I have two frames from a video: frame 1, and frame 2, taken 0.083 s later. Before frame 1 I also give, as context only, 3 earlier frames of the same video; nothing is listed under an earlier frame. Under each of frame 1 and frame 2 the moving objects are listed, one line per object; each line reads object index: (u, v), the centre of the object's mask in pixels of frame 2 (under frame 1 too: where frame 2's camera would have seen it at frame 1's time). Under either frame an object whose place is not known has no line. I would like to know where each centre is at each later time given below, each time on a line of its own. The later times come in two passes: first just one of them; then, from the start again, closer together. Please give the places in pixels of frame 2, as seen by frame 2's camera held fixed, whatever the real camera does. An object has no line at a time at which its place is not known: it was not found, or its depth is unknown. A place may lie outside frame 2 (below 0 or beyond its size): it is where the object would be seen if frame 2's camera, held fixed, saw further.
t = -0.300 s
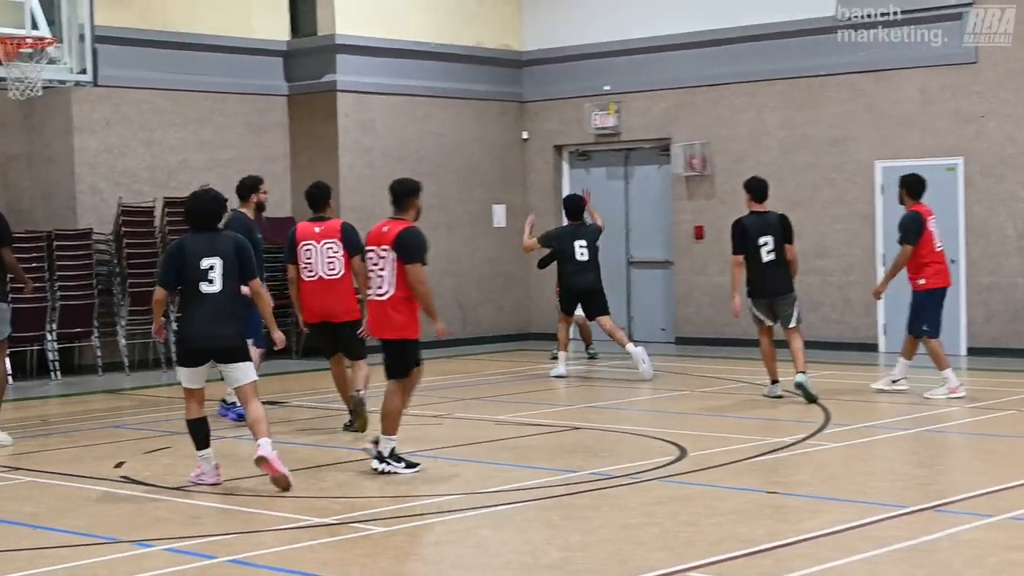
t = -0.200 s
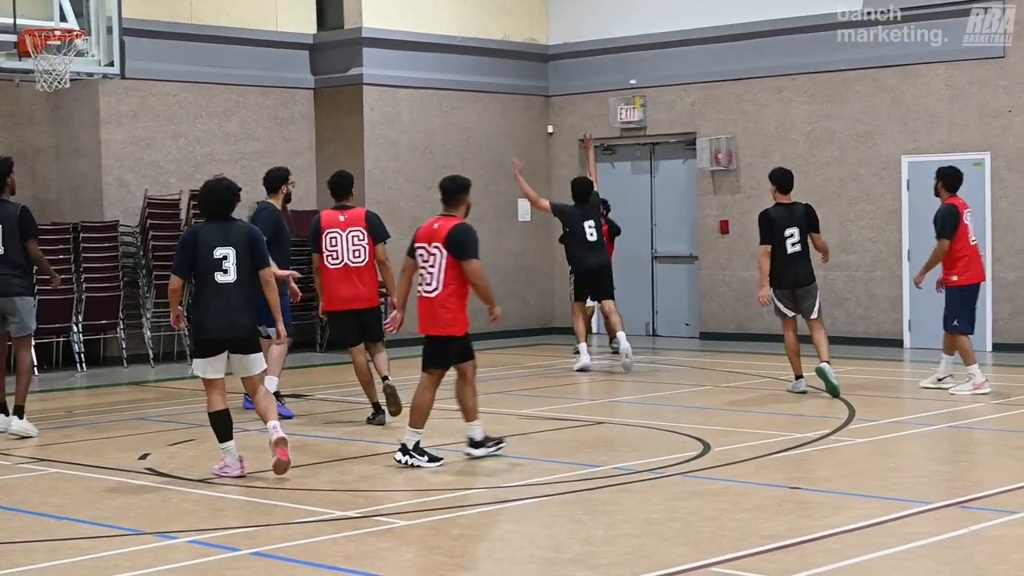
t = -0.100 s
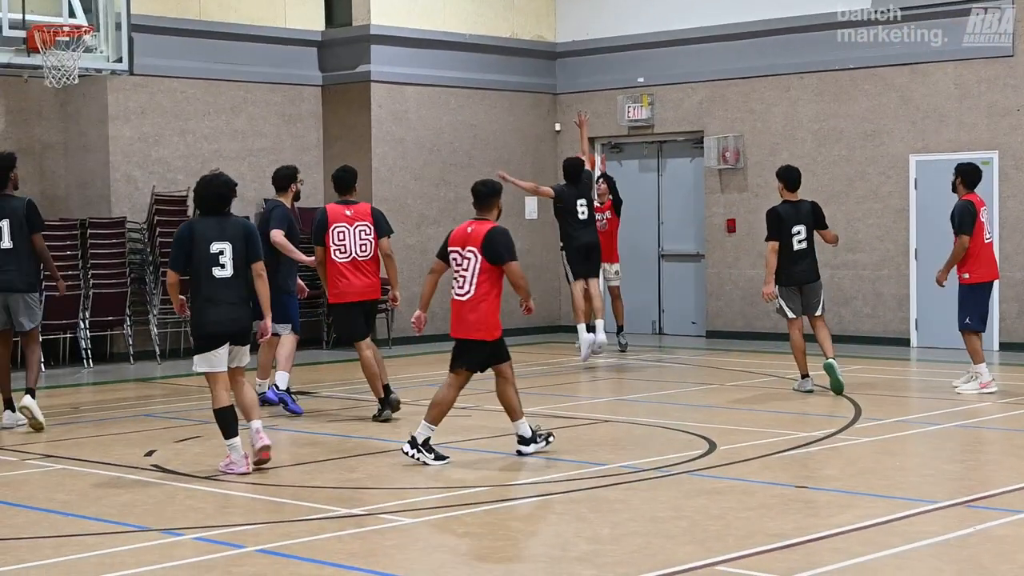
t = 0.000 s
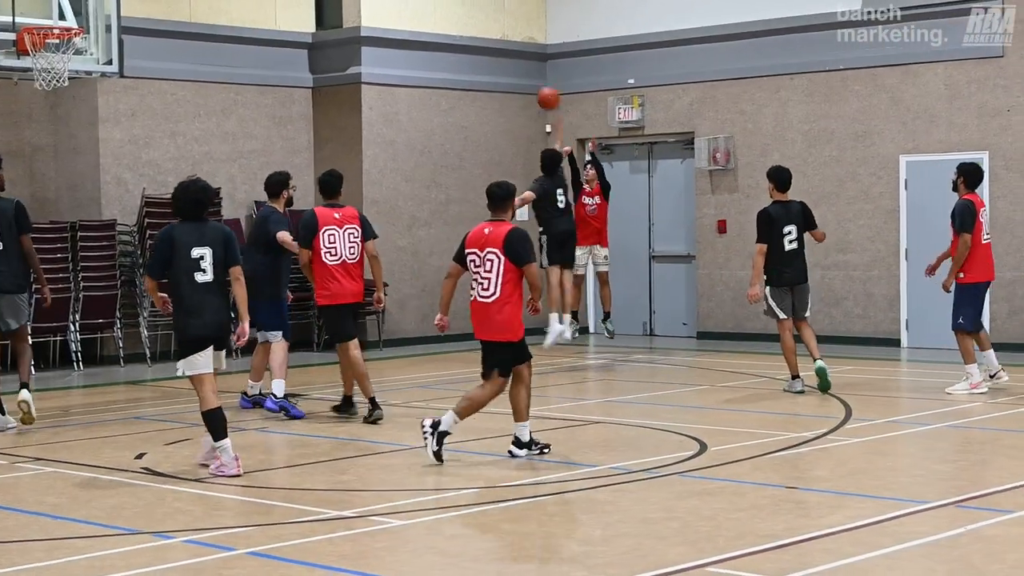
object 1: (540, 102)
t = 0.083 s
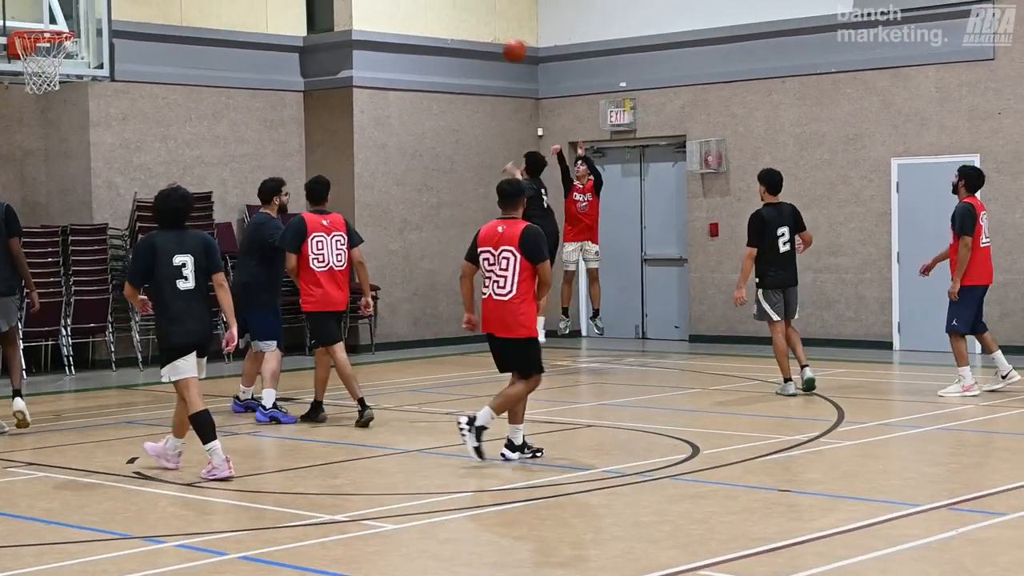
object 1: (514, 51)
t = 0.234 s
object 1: (465, -29)
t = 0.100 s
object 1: (509, 41)
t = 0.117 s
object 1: (503, 31)
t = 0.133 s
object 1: (498, 22)
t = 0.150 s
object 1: (493, 13)
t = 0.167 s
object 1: (487, 4)
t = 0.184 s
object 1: (482, -5)
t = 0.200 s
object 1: (476, -12)
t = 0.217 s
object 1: (471, -20)
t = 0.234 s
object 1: (465, -29)
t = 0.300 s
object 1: (441, -63)
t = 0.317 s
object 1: (437, -70)
